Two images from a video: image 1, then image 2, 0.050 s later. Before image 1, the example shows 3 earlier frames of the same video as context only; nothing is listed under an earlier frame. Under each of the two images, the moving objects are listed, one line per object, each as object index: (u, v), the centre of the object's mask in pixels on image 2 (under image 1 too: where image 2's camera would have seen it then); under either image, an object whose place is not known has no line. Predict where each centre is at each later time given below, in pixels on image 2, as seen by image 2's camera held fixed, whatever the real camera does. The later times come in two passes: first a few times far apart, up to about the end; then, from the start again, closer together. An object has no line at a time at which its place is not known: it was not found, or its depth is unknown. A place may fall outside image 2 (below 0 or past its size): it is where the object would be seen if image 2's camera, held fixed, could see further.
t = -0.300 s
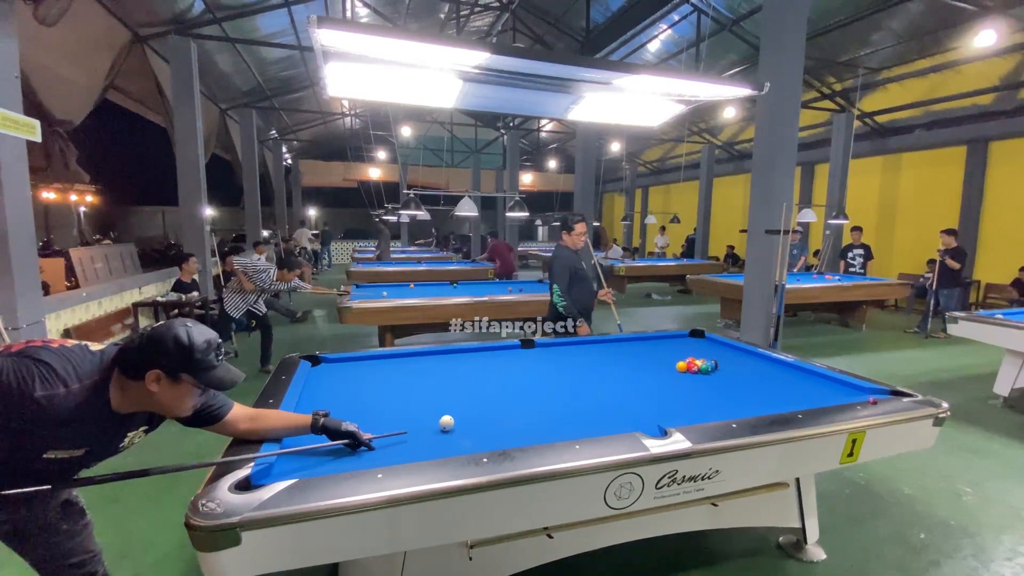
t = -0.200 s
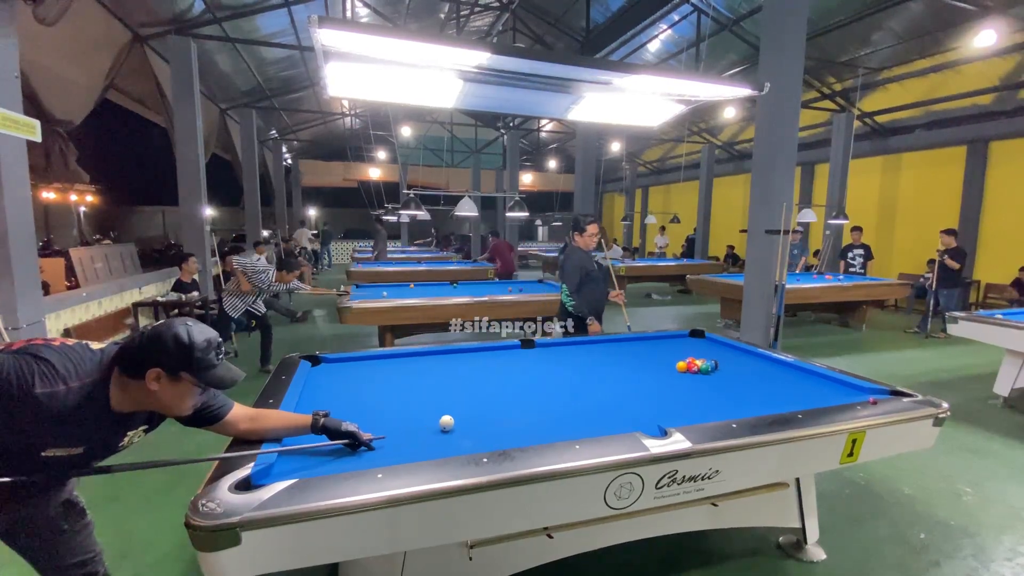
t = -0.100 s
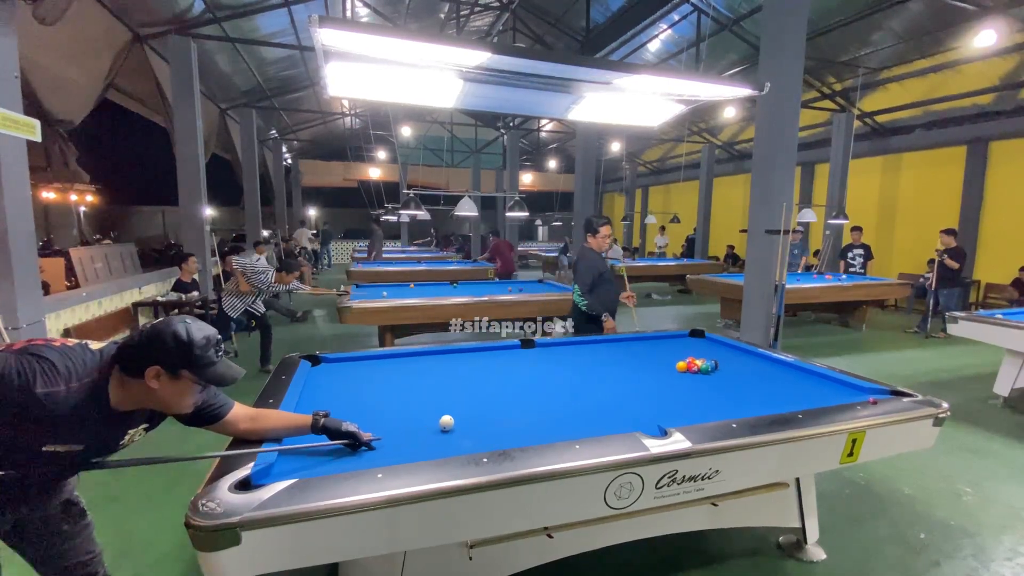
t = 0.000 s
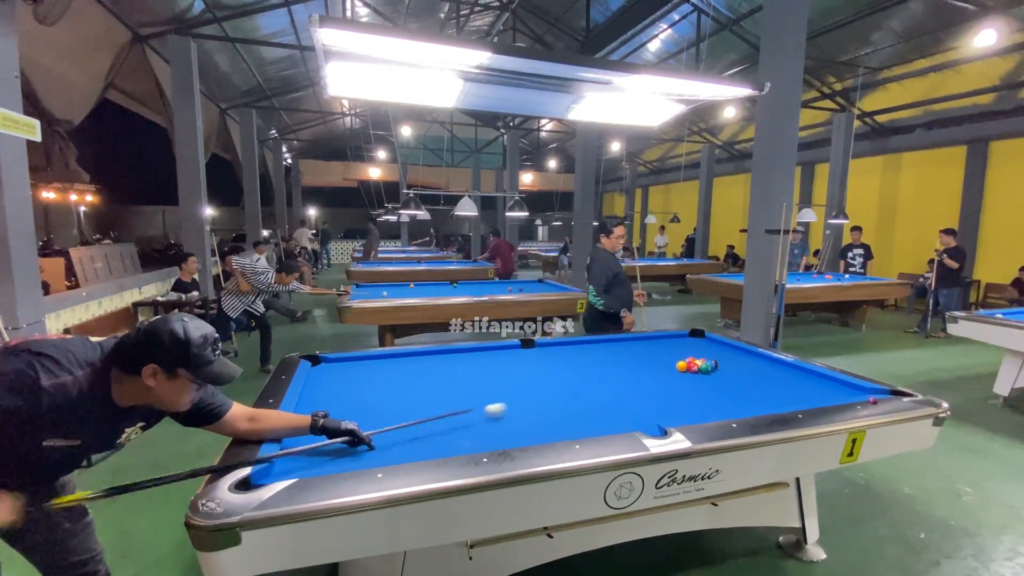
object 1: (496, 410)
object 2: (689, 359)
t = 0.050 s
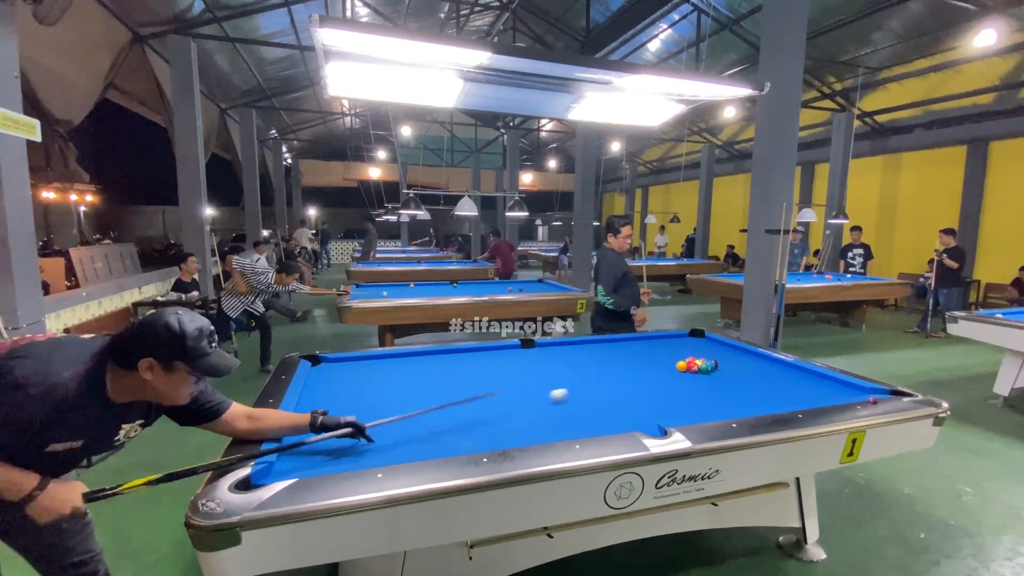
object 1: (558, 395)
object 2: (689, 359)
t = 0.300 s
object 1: (703, 374)
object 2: (689, 344)
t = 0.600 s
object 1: (758, 386)
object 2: (711, 344)
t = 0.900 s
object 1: (818, 398)
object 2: (704, 351)
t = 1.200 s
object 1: (811, 391)
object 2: (684, 354)
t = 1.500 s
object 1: (797, 383)
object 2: (665, 356)
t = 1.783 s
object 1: (785, 375)
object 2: (646, 359)
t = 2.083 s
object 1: (775, 369)
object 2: (627, 361)
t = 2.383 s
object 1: (766, 364)
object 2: (609, 364)
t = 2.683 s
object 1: (758, 359)
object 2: (591, 366)
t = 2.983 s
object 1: (751, 355)
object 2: (575, 368)
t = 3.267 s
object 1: (745, 352)
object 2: (560, 370)
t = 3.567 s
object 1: (740, 349)
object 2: (545, 373)
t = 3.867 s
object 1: (735, 347)
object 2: (532, 374)
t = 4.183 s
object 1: (730, 346)
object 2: (519, 377)
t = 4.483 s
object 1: (726, 345)
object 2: (509, 378)
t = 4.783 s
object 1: (723, 345)
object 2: (499, 380)
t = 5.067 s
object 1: (722, 344)
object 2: (492, 381)
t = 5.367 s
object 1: (722, 344)
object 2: (486, 382)
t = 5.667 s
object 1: (722, 344)
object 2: (481, 383)
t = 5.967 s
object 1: (722, 344)
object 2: (476, 384)
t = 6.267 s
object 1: (721, 344)
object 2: (473, 384)
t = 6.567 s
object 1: (722, 344)
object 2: (472, 384)
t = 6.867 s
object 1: (722, 344)
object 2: (472, 384)
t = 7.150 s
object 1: (721, 344)
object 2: (472, 384)
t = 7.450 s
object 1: (721, 344)
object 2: (472, 384)
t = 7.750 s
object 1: (721, 344)
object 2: (472, 384)
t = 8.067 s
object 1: (722, 344)
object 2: (472, 384)
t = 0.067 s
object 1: (577, 390)
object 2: (689, 359)
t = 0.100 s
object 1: (611, 383)
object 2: (689, 359)
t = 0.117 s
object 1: (627, 379)
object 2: (689, 359)
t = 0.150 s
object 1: (656, 373)
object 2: (689, 359)
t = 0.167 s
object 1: (669, 370)
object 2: (689, 359)
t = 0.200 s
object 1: (683, 370)
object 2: (687, 358)
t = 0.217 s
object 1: (686, 370)
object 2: (690, 355)
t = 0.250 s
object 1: (693, 372)
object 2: (689, 351)
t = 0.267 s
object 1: (697, 372)
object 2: (689, 348)
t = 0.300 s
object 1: (703, 374)
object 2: (689, 344)
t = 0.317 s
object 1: (706, 374)
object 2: (688, 342)
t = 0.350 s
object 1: (712, 376)
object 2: (688, 339)
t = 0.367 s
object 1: (715, 376)
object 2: (688, 337)
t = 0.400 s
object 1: (720, 378)
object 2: (689, 335)
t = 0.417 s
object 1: (724, 379)
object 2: (693, 335)
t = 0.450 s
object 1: (730, 380)
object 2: (702, 337)
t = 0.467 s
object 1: (733, 380)
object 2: (706, 338)
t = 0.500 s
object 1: (739, 382)
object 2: (708, 339)
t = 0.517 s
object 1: (742, 382)
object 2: (709, 340)
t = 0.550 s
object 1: (748, 384)
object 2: (709, 341)
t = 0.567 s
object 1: (751, 385)
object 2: (710, 342)
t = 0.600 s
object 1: (758, 386)
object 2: (711, 344)
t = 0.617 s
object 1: (761, 387)
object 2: (712, 344)
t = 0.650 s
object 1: (767, 388)
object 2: (713, 346)
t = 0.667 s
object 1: (771, 389)
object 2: (713, 347)
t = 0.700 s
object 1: (777, 390)
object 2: (714, 348)
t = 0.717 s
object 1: (780, 391)
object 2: (714, 348)
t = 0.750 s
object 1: (787, 392)
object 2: (715, 350)
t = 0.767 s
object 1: (790, 393)
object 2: (714, 351)
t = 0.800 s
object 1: (797, 395)
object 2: (712, 351)
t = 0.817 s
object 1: (800, 395)
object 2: (711, 351)
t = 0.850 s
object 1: (807, 397)
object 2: (708, 351)
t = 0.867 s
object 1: (811, 397)
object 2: (707, 351)
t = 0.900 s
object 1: (818, 398)
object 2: (704, 351)
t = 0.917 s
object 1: (821, 398)
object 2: (703, 351)
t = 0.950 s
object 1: (824, 398)
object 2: (701, 352)
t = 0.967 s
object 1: (823, 398)
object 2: (700, 352)
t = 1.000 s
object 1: (821, 397)
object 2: (697, 352)
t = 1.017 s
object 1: (820, 396)
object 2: (696, 352)
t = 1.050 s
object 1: (818, 396)
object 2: (694, 353)
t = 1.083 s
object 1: (816, 395)
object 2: (692, 353)
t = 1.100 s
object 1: (815, 394)
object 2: (691, 353)
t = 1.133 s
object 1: (814, 393)
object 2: (689, 353)
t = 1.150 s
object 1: (813, 393)
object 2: (688, 353)
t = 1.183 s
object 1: (811, 392)
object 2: (685, 354)
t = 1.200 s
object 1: (811, 391)
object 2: (684, 354)
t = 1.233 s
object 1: (809, 390)
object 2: (682, 354)
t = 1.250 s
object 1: (808, 390)
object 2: (681, 354)
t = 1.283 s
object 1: (807, 389)
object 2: (679, 355)
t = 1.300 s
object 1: (806, 388)
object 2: (677, 355)
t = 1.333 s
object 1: (804, 387)
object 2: (675, 355)
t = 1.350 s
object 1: (803, 387)
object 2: (674, 355)
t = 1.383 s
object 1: (802, 386)
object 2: (672, 356)
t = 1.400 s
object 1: (801, 385)
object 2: (671, 356)
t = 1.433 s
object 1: (799, 384)
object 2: (669, 356)
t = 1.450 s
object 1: (799, 384)
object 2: (668, 356)
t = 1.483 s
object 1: (797, 383)
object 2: (665, 356)
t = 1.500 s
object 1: (797, 383)
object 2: (665, 356)
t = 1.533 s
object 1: (795, 382)
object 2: (662, 357)
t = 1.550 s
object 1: (795, 381)
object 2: (661, 357)
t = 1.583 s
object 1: (793, 380)
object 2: (659, 357)
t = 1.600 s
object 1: (792, 380)
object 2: (658, 357)
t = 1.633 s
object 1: (791, 379)
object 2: (656, 358)
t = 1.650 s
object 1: (791, 379)
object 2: (655, 358)
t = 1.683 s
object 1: (789, 378)
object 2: (653, 358)
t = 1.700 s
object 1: (789, 377)
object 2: (652, 358)
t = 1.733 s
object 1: (787, 377)
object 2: (649, 359)
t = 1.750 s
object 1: (787, 376)
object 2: (648, 359)
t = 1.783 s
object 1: (785, 375)
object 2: (646, 359)
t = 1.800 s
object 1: (785, 375)
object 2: (645, 359)
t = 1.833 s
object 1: (784, 374)
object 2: (643, 359)
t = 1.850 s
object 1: (783, 374)
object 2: (642, 359)
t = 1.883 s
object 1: (782, 373)
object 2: (640, 360)
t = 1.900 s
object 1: (781, 373)
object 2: (639, 360)
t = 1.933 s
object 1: (780, 372)
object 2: (637, 360)
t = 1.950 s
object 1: (780, 372)
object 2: (636, 360)
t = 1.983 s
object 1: (778, 371)
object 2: (634, 361)
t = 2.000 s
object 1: (778, 371)
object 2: (632, 361)
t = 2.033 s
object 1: (777, 370)
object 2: (630, 361)
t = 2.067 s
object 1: (776, 370)
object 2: (628, 361)
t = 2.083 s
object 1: (775, 369)
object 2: (627, 361)
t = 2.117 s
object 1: (774, 369)
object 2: (625, 362)
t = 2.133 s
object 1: (774, 368)
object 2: (624, 362)
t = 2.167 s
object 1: (773, 368)
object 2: (622, 362)
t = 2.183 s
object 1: (772, 367)
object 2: (621, 362)
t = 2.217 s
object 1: (771, 367)
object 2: (619, 362)
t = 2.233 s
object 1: (771, 366)
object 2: (618, 363)
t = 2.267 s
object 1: (770, 366)
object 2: (616, 363)
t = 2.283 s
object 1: (769, 365)
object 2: (615, 363)
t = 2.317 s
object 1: (768, 365)
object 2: (613, 363)
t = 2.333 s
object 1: (768, 365)
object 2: (612, 363)
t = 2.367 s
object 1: (767, 364)
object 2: (610, 364)
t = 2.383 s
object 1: (766, 364)
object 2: (609, 364)
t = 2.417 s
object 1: (765, 363)
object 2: (607, 364)
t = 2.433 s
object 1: (765, 363)
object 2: (606, 364)
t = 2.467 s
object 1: (764, 362)
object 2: (604, 364)
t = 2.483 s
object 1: (763, 362)
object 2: (603, 364)
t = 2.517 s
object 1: (763, 362)
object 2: (601, 365)
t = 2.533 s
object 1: (762, 361)
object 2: (600, 365)
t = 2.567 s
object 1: (761, 361)
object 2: (598, 365)
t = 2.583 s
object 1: (761, 361)
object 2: (597, 365)
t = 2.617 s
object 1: (760, 360)
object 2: (595, 366)
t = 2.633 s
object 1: (760, 360)
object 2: (594, 366)
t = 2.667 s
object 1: (759, 360)
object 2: (592, 366)
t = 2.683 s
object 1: (758, 359)
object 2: (591, 366)
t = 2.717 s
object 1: (757, 359)
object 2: (590, 366)
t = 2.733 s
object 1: (757, 358)
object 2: (588, 366)
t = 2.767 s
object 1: (756, 358)
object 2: (587, 367)
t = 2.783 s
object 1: (756, 358)
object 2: (586, 367)
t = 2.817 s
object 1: (755, 357)
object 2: (584, 367)
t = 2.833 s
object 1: (755, 357)
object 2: (583, 367)
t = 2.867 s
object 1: (754, 357)
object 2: (581, 367)
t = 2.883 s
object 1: (754, 357)
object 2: (580, 368)
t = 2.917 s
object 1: (753, 356)
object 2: (578, 368)
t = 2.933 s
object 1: (753, 356)
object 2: (577, 368)
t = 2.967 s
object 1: (752, 356)
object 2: (576, 368)
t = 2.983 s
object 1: (751, 355)
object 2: (575, 368)
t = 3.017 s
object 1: (751, 355)
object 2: (573, 369)
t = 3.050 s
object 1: (750, 355)
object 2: (571, 369)
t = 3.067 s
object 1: (749, 354)
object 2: (570, 369)
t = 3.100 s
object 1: (749, 354)
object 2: (568, 369)
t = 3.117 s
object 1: (748, 354)
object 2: (567, 369)
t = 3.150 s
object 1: (748, 354)
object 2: (566, 369)
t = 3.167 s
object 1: (747, 353)
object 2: (565, 370)
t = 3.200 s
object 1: (747, 353)
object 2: (563, 370)
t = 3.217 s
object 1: (746, 353)
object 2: (562, 370)
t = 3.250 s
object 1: (746, 352)
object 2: (561, 370)
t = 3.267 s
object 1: (745, 352)
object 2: (560, 370)
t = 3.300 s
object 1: (745, 352)
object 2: (558, 371)
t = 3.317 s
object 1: (744, 352)
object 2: (558, 371)
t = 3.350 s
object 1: (744, 352)
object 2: (556, 371)
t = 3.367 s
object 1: (744, 351)
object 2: (555, 371)
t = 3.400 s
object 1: (743, 351)
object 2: (553, 371)
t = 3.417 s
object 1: (743, 351)
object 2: (552, 371)
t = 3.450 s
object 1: (742, 350)
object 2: (551, 372)
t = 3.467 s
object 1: (742, 350)
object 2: (550, 372)
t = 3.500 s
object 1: (741, 350)
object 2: (549, 372)
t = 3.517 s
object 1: (741, 350)
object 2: (548, 372)
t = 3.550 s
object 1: (740, 350)
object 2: (546, 372)
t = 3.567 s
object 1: (740, 349)
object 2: (545, 373)
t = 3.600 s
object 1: (740, 349)
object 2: (544, 373)
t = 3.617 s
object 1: (739, 349)
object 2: (543, 373)
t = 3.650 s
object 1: (739, 349)
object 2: (542, 373)
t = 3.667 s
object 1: (739, 349)
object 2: (541, 373)
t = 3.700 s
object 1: (738, 348)
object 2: (539, 373)
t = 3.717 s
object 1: (738, 348)
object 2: (539, 374)
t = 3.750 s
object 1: (737, 348)
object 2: (537, 374)
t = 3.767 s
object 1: (737, 348)
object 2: (536, 374)
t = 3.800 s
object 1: (736, 348)
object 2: (535, 374)
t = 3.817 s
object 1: (736, 348)
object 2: (534, 374)
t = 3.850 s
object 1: (735, 347)
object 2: (533, 374)
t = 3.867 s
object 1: (735, 347)
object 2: (532, 374)
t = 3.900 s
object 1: (735, 347)
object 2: (531, 375)
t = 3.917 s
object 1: (734, 347)
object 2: (530, 375)
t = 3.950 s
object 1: (734, 347)
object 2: (529, 375)
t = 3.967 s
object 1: (733, 347)
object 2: (528, 375)
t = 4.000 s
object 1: (733, 347)
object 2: (527, 375)
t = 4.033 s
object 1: (732, 347)
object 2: (525, 375)
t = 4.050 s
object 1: (732, 346)
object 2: (524, 375)
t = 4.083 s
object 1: (732, 346)
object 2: (523, 376)
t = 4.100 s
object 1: (731, 346)
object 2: (523, 376)
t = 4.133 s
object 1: (731, 346)
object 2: (521, 376)
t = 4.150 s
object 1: (730, 346)
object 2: (521, 376)
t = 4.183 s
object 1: (730, 346)
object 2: (519, 377)
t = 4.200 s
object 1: (729, 346)
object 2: (519, 377)
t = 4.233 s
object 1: (729, 346)
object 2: (517, 377)
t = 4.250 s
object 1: (729, 346)
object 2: (517, 377)
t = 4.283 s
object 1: (729, 346)
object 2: (515, 377)
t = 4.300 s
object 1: (728, 346)
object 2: (515, 377)
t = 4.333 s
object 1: (728, 346)
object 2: (514, 378)
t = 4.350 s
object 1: (728, 345)
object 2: (513, 378)
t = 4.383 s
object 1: (727, 345)
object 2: (512, 378)
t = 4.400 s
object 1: (727, 345)
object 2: (511, 378)
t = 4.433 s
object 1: (727, 345)
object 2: (510, 378)
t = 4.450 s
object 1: (726, 345)
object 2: (510, 378)
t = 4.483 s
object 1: (726, 345)
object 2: (509, 378)
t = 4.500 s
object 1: (726, 345)
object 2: (508, 378)
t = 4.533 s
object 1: (725, 345)
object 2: (507, 378)
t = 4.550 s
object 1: (725, 345)
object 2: (506, 379)
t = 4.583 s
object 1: (725, 345)
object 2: (505, 379)
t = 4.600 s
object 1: (725, 345)
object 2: (505, 379)
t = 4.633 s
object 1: (724, 345)
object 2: (504, 379)
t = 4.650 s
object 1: (724, 345)
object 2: (503, 379)
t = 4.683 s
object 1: (724, 345)
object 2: (502, 379)
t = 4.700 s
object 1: (724, 345)
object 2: (501, 379)
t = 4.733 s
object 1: (724, 345)
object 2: (501, 379)
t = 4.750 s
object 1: (724, 345)
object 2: (500, 379)
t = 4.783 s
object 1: (723, 345)
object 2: (499, 380)
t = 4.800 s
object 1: (723, 345)
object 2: (498, 380)
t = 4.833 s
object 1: (723, 345)
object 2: (498, 380)
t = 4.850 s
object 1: (723, 345)
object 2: (497, 380)
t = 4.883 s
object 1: (723, 345)
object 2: (496, 380)
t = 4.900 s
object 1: (723, 344)
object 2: (496, 380)
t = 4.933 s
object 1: (722, 344)
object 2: (495, 381)
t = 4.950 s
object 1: (722, 344)
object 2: (494, 381)
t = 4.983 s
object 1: (722, 344)
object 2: (494, 381)
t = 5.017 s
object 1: (722, 344)
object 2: (493, 381)
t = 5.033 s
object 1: (722, 344)
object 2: (493, 381)
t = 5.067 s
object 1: (722, 344)
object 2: (492, 381)
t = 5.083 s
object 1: (722, 344)
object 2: (492, 381)
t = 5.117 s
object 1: (722, 344)
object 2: (491, 381)
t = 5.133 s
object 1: (722, 344)
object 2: (490, 382)
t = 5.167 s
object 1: (722, 344)
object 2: (490, 382)
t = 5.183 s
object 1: (722, 344)
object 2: (489, 382)
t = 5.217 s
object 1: (722, 344)
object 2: (489, 382)
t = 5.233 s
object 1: (722, 344)
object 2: (488, 382)
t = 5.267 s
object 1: (722, 344)
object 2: (488, 382)
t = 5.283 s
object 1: (722, 344)
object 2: (487, 382)
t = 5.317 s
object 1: (722, 344)
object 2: (487, 382)
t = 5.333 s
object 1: (722, 344)
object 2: (486, 382)
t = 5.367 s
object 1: (722, 344)
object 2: (486, 382)
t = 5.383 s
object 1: (722, 344)
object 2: (485, 382)
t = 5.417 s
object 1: (722, 344)
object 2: (485, 382)
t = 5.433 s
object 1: (721, 344)
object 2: (485, 382)
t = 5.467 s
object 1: (722, 344)
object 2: (484, 382)
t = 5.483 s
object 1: (722, 344)
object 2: (484, 383)
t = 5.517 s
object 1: (722, 344)
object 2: (483, 383)
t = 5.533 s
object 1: (721, 344)
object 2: (483, 383)
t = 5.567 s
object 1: (722, 344)
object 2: (482, 383)
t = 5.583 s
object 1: (722, 344)
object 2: (482, 383)
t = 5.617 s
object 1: (722, 344)
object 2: (482, 383)
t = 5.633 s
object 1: (722, 344)
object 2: (481, 383)
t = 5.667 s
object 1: (722, 344)
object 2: (481, 383)
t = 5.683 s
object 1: (722, 344)
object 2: (480, 383)
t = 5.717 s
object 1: (722, 344)
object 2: (480, 383)
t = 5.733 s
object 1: (722, 344)
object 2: (480, 383)
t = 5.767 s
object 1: (722, 344)
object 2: (479, 383)
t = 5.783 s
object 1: (722, 344)
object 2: (479, 383)
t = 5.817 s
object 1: (722, 344)
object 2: (478, 383)
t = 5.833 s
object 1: (722, 344)
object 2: (478, 383)
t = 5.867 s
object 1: (722, 344)
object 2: (478, 383)
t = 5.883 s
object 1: (722, 344)
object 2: (477, 383)
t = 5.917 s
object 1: (722, 344)
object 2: (477, 383)
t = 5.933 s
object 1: (722, 344)
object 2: (477, 383)
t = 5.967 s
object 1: (722, 344)
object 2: (476, 384)
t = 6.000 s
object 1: (722, 344)
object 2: (476, 384)
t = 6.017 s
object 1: (722, 344)
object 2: (476, 384)
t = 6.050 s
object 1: (722, 344)
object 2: (475, 384)
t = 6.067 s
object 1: (722, 344)
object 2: (475, 384)
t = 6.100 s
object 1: (722, 344)
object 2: (475, 384)
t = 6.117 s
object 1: (722, 344)
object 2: (474, 384)
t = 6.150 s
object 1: (722, 344)
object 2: (474, 384)
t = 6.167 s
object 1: (721, 344)
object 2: (474, 384)
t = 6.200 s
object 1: (721, 344)
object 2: (474, 384)
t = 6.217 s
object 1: (721, 344)
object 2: (474, 384)
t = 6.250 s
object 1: (722, 344)
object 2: (473, 384)
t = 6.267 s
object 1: (721, 344)
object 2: (473, 384)
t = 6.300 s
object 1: (722, 344)
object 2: (473, 384)
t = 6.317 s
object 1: (722, 344)
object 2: (473, 384)
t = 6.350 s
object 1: (722, 344)
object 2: (473, 384)
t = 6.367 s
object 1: (722, 344)
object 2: (473, 384)
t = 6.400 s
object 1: (722, 344)
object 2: (472, 384)
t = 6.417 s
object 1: (722, 344)
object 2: (472, 384)
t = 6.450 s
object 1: (722, 344)
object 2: (472, 384)
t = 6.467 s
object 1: (722, 344)
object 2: (472, 384)
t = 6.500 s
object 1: (721, 344)
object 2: (472, 384)
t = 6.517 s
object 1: (722, 344)
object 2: (472, 384)
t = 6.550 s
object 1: (722, 344)
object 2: (472, 384)
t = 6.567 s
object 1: (722, 344)
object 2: (472, 384)
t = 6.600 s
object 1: (722, 344)
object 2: (472, 384)
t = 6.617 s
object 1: (722, 344)
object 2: (472, 384)
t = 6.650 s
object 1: (722, 344)
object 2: (472, 384)
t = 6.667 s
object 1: (722, 344)
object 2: (472, 384)
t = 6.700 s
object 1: (722, 344)
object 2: (472, 384)
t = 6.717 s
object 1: (722, 344)
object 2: (472, 384)
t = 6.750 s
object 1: (722, 344)
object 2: (472, 384)
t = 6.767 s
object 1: (722, 344)
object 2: (472, 384)
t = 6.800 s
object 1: (722, 344)
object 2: (472, 384)
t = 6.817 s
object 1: (722, 344)
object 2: (472, 384)
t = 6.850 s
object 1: (722, 344)
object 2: (472, 384)
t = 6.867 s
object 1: (722, 344)
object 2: (472, 384)
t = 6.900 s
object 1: (722, 344)
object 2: (472, 384)
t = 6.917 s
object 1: (722, 344)
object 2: (472, 384)
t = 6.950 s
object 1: (722, 344)
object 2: (472, 384)
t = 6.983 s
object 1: (721, 344)
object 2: (472, 384)
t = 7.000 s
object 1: (722, 344)
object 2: (472, 384)
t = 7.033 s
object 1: (722, 344)
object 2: (472, 384)
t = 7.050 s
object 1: (722, 344)
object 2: (472, 384)
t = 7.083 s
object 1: (721, 344)
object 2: (472, 384)
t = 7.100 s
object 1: (721, 344)
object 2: (472, 384)
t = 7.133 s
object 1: (721, 344)
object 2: (472, 384)
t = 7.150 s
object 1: (721, 344)
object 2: (472, 384)
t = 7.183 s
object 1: (721, 344)
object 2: (472, 384)
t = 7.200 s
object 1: (721, 344)
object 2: (472, 384)
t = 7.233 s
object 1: (721, 344)
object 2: (472, 384)
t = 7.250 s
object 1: (721, 344)
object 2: (472, 384)
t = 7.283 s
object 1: (721, 344)
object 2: (472, 384)
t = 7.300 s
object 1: (721, 344)
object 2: (472, 384)
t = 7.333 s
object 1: (721, 344)
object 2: (472, 384)
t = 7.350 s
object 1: (721, 344)
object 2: (472, 384)
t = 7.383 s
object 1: (721, 344)
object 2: (472, 384)
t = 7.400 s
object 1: (721, 344)
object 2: (472, 384)
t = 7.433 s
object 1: (721, 344)
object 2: (472, 384)
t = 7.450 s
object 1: (721, 344)
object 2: (472, 384)
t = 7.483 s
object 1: (721, 344)
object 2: (472, 384)
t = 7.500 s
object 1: (721, 344)
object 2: (472, 384)
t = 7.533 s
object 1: (721, 344)
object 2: (472, 384)
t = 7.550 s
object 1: (721, 344)
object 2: (472, 384)
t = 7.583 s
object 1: (721, 344)
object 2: (472, 384)
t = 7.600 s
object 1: (721, 344)
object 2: (472, 384)
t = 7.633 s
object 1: (722, 344)
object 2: (472, 384)
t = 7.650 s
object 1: (722, 344)
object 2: (472, 384)
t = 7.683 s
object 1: (722, 344)
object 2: (472, 384)
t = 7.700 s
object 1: (722, 344)
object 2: (472, 384)
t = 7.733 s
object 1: (722, 344)
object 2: (472, 384)
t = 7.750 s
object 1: (721, 344)
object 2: (472, 384)
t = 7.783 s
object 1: (721, 344)
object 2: (472, 384)
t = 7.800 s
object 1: (721, 344)
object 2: (472, 384)
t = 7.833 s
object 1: (721, 344)
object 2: (472, 384)
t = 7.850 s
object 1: (722, 344)
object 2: (472, 384)
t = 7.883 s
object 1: (722, 344)
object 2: (472, 384)
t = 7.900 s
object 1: (722, 344)
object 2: (472, 384)
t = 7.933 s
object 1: (722, 344)
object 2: (472, 384)
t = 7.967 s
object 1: (722, 344)
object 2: (472, 384)
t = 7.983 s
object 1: (721, 344)
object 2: (472, 384)
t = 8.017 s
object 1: (721, 344)
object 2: (472, 384)
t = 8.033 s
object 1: (721, 344)
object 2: (472, 384)
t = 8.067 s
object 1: (722, 344)
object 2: (472, 384)
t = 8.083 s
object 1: (721, 344)
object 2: (472, 384)
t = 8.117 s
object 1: (721, 344)
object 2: (472, 384)
